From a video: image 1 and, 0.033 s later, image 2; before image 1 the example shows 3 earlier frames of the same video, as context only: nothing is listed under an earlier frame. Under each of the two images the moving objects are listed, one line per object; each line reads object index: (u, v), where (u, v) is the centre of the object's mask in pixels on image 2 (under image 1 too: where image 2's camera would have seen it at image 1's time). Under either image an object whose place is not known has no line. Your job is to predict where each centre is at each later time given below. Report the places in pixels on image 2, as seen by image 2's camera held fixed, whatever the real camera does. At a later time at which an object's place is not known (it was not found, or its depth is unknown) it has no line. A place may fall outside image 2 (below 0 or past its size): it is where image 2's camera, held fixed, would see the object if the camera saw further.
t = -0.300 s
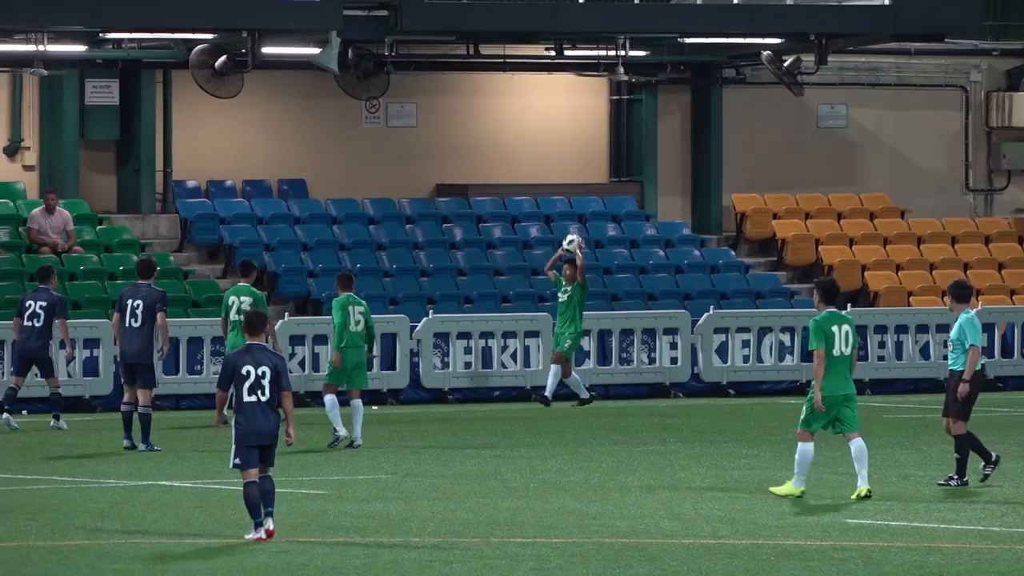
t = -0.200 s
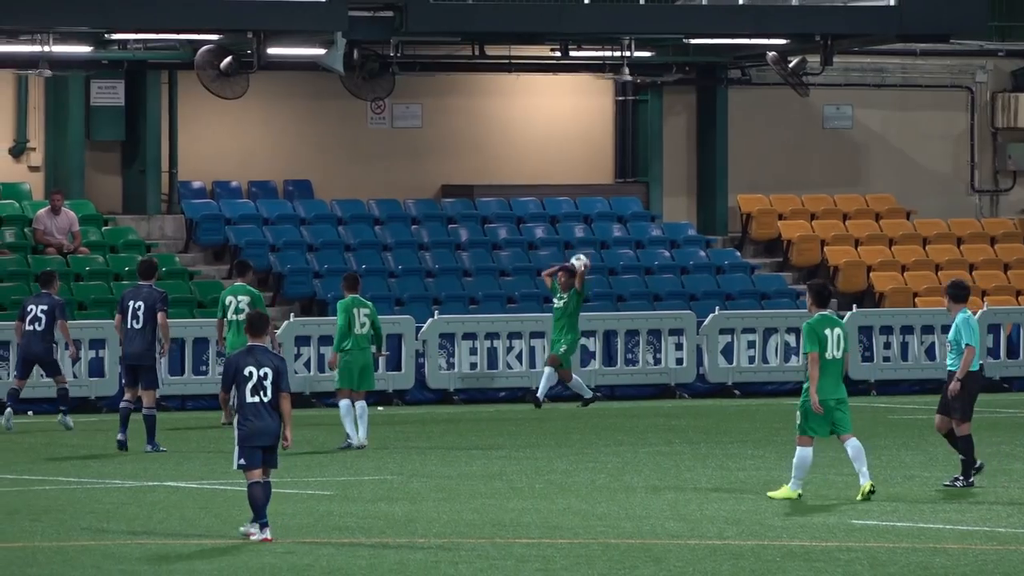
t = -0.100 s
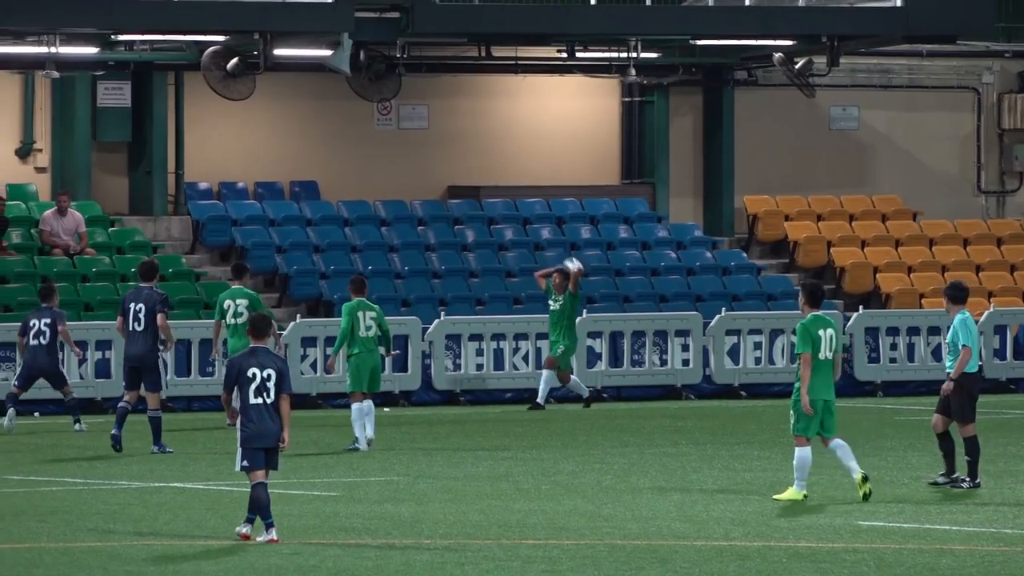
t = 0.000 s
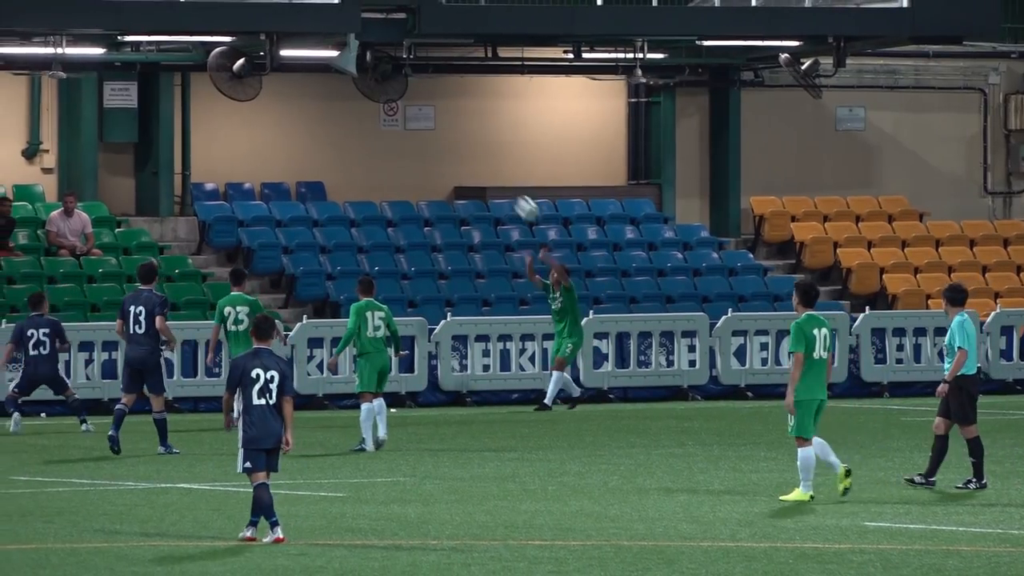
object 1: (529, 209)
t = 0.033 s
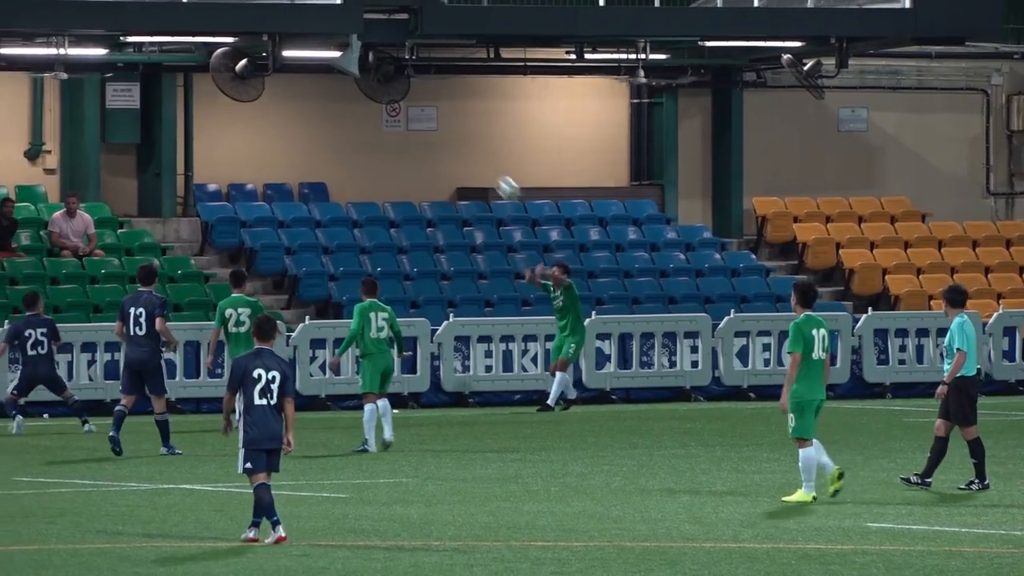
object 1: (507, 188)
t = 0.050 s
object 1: (497, 179)
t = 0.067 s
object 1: (486, 168)
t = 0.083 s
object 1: (476, 159)
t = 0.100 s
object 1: (466, 151)
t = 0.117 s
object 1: (455, 142)
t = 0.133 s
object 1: (444, 132)
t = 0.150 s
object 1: (434, 124)
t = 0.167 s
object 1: (424, 116)
